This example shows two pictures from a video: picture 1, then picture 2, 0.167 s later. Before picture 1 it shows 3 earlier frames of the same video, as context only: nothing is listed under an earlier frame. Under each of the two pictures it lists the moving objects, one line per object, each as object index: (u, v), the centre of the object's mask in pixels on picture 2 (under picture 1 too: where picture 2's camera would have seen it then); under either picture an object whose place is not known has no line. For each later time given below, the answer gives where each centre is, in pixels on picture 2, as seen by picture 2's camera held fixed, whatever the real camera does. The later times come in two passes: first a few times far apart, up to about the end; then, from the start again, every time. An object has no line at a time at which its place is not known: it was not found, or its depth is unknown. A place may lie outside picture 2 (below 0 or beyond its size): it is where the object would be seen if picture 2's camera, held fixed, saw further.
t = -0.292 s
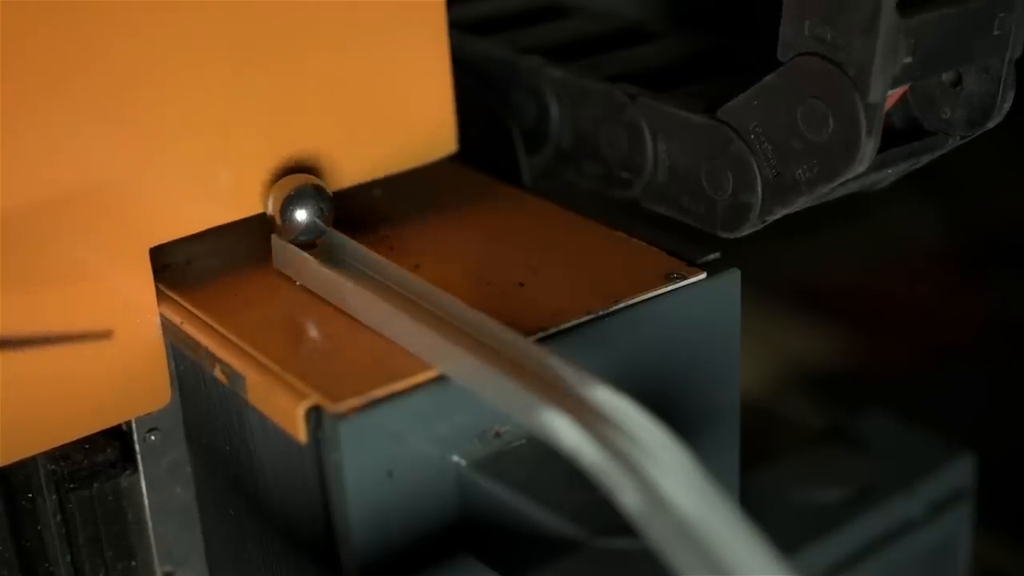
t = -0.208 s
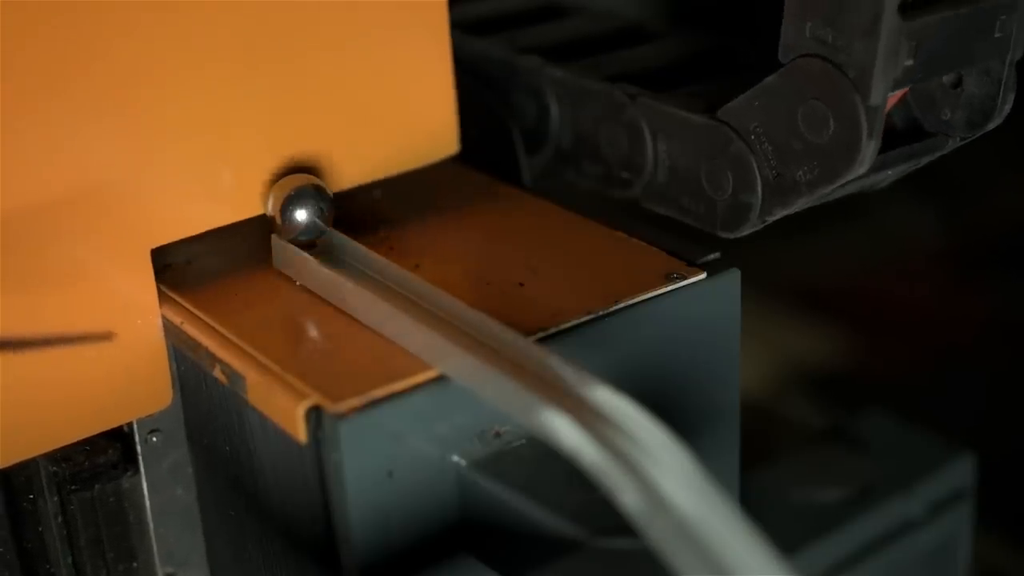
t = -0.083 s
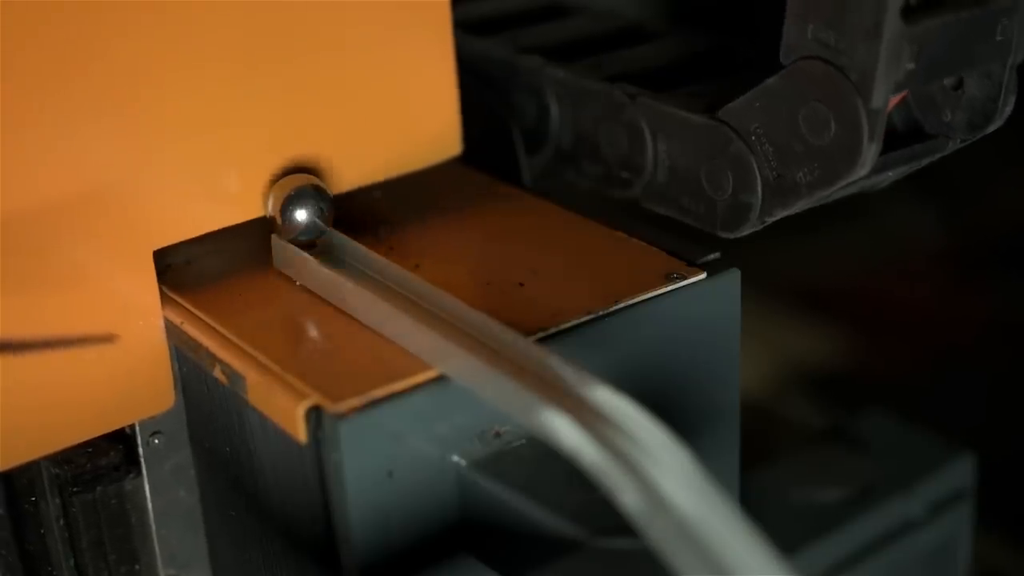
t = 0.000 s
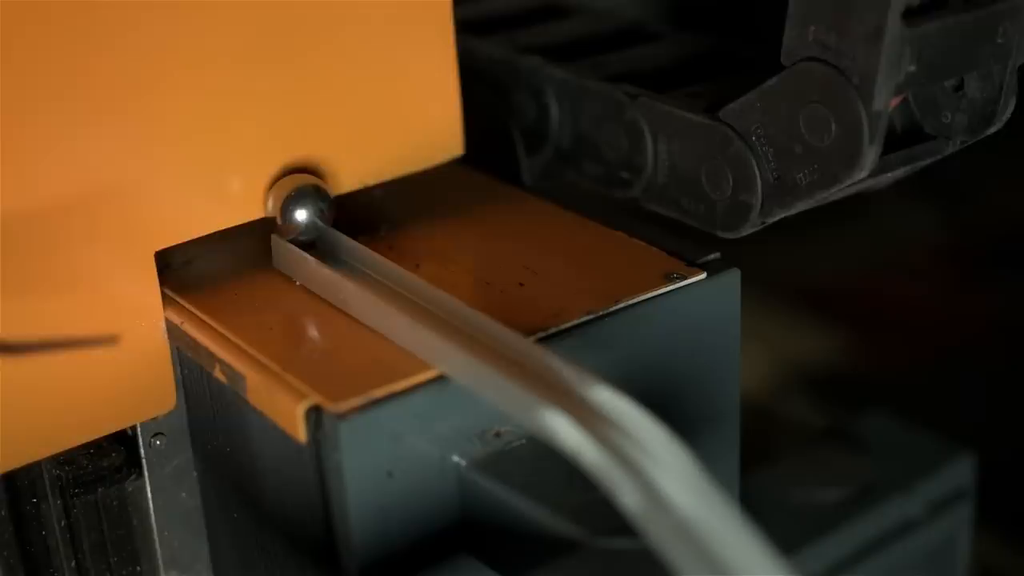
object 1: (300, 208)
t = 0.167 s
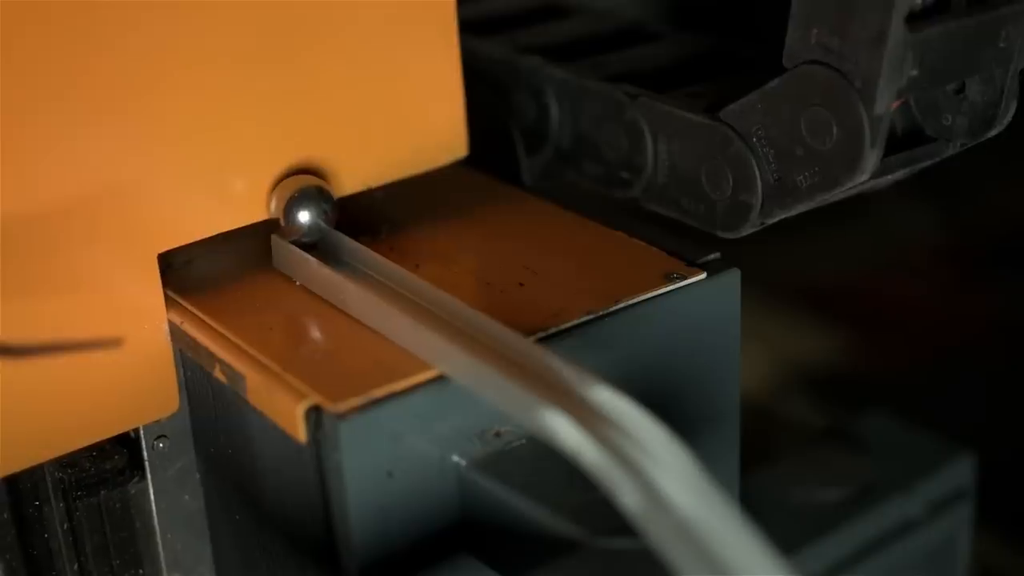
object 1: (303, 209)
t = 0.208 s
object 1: (304, 209)
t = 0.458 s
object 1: (323, 220)
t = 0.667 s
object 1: (353, 237)
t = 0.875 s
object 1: (400, 262)
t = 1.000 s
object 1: (439, 283)
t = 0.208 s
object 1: (304, 209)
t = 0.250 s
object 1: (306, 210)
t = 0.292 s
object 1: (308, 211)
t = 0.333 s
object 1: (310, 213)
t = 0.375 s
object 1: (314, 216)
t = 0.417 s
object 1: (318, 217)
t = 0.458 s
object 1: (323, 220)
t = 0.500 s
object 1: (328, 222)
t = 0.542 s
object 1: (333, 227)
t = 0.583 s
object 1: (340, 229)
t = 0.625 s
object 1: (346, 234)
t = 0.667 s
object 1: (353, 237)
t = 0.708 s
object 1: (361, 241)
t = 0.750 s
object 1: (370, 246)
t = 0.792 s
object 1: (380, 250)
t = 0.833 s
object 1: (391, 256)
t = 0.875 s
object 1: (400, 262)
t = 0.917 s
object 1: (413, 270)
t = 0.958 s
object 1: (425, 276)
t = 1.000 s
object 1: (439, 283)
